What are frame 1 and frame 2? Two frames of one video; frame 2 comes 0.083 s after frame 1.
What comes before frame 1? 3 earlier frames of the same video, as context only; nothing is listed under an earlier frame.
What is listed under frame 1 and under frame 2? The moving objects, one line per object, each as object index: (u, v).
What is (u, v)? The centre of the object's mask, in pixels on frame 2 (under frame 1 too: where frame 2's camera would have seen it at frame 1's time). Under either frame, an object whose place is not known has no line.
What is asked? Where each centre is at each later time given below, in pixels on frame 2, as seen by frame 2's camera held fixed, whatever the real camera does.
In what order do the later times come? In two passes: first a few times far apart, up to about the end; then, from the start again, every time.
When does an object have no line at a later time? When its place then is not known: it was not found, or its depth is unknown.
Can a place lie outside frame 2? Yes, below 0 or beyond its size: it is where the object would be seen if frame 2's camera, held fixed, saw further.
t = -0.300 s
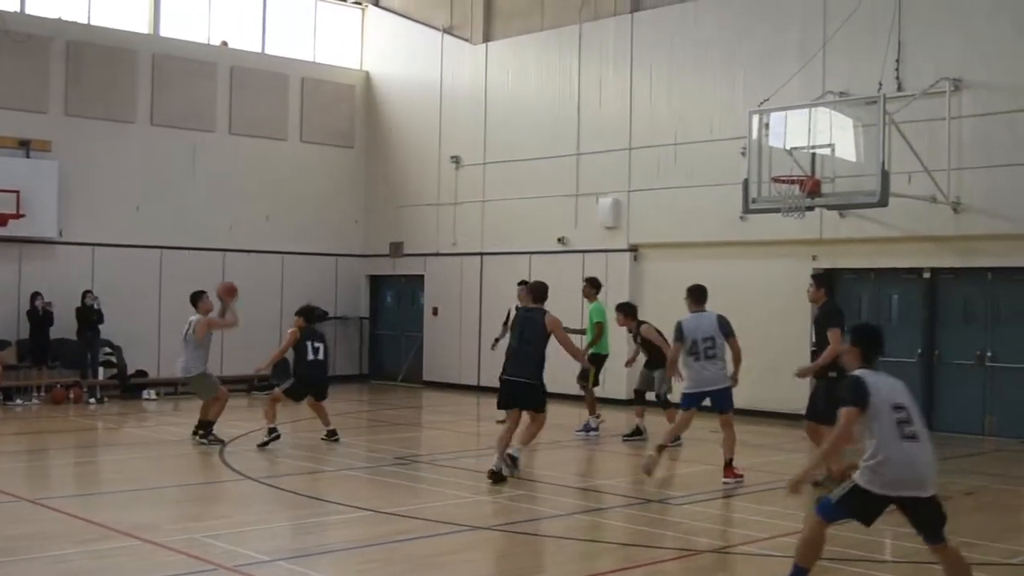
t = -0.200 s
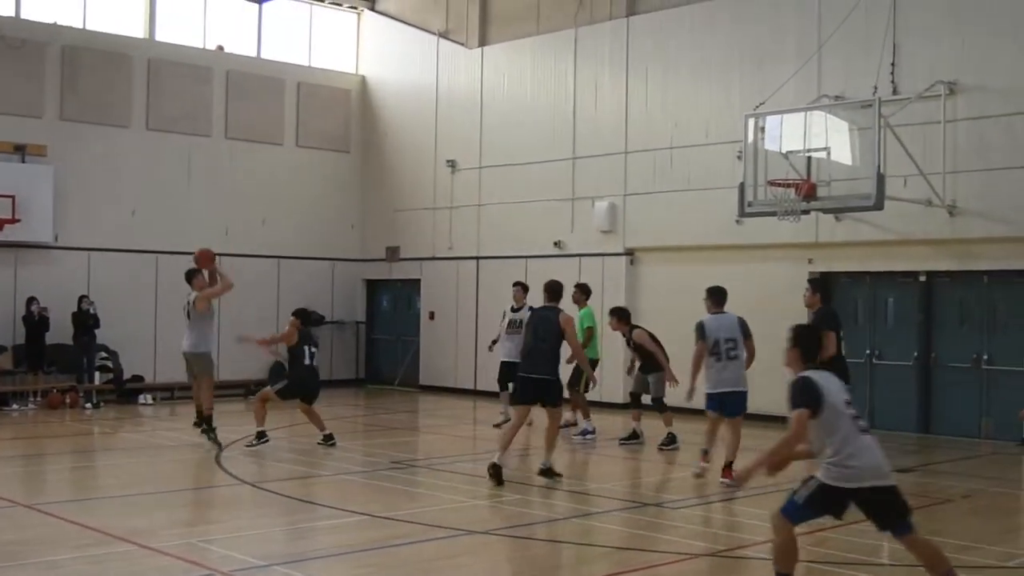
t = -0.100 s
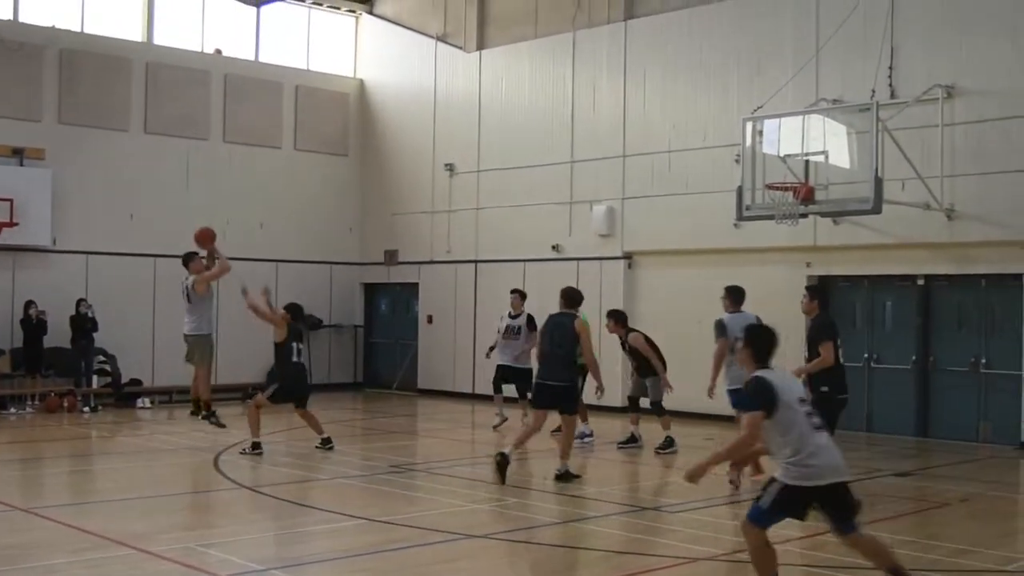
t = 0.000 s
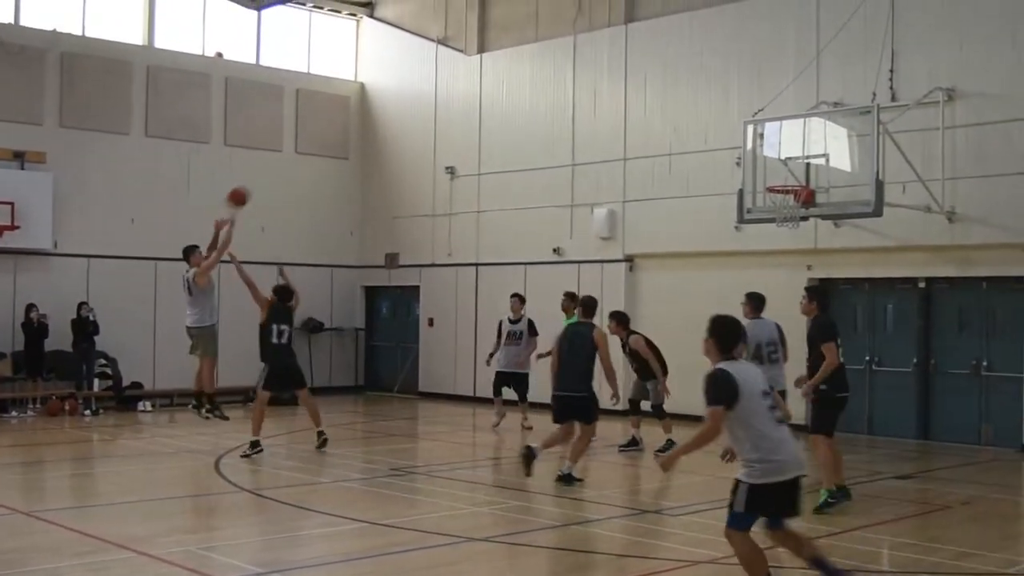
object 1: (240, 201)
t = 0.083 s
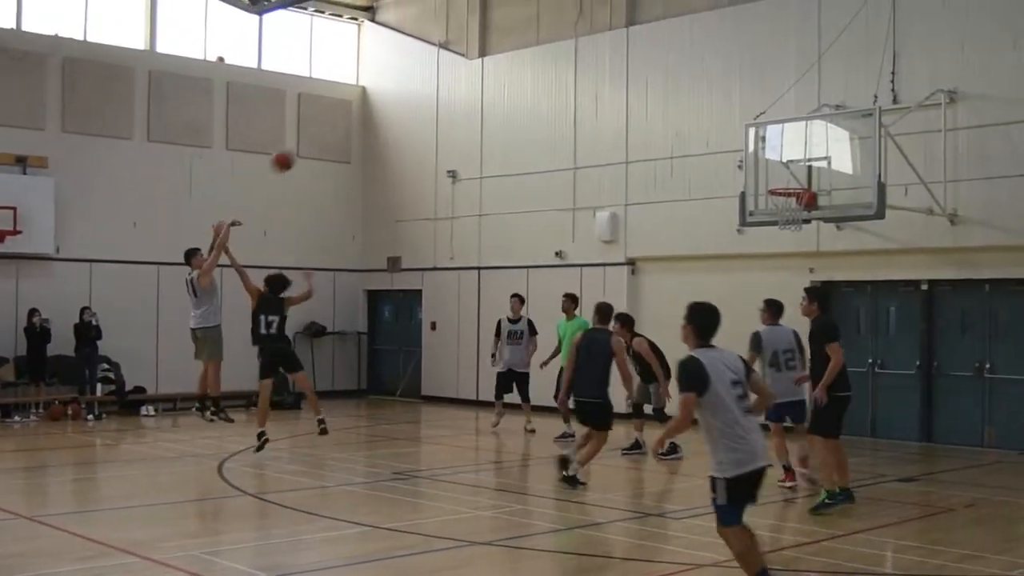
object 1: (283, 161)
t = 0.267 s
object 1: (375, 95)
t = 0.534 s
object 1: (506, 51)
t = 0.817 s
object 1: (639, 74)
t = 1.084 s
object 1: (757, 157)
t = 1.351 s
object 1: (808, 209)
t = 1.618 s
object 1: (813, 268)
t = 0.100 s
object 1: (292, 154)
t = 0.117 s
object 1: (300, 147)
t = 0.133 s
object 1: (308, 140)
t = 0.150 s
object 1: (317, 133)
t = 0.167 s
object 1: (325, 127)
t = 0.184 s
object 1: (334, 121)
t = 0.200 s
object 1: (343, 116)
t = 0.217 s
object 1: (350, 110)
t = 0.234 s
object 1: (359, 104)
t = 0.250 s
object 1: (367, 99)
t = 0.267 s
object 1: (375, 95)
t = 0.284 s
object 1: (384, 90)
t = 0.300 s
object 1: (392, 86)
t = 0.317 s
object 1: (400, 82)
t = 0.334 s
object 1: (408, 78)
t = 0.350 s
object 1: (417, 74)
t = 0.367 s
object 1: (424, 71)
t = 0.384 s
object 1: (433, 67)
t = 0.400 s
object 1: (441, 65)
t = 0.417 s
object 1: (449, 62)
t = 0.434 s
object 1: (458, 59)
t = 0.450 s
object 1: (466, 57)
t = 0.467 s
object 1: (474, 56)
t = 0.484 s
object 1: (482, 55)
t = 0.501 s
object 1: (490, 53)
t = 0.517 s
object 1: (498, 52)
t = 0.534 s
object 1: (506, 51)
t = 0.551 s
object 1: (514, 50)
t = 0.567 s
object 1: (521, 50)
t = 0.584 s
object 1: (530, 50)
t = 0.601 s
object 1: (537, 50)
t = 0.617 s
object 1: (545, 51)
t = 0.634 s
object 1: (553, 51)
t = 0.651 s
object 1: (561, 52)
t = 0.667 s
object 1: (569, 53)
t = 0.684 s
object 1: (577, 54)
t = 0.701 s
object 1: (585, 56)
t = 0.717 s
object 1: (592, 58)
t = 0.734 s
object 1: (600, 60)
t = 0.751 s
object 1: (608, 62)
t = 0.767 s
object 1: (615, 65)
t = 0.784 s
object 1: (623, 67)
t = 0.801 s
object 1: (631, 70)
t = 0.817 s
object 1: (639, 74)
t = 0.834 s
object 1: (646, 77)
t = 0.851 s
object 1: (654, 81)
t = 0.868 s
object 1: (661, 85)
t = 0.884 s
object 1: (669, 89)
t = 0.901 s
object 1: (676, 93)
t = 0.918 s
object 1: (684, 98)
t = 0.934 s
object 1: (691, 103)
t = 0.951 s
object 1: (699, 108)
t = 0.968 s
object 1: (706, 114)
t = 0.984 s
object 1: (714, 119)
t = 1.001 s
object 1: (721, 125)
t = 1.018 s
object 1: (728, 131)
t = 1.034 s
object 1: (735, 137)
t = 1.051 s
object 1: (742, 143)
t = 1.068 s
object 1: (749, 151)
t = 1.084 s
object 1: (757, 157)
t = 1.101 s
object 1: (764, 164)
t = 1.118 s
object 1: (771, 172)
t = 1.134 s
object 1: (779, 179)
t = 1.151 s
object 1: (786, 185)
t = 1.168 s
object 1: (795, 192)
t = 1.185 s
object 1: (800, 199)
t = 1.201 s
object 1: (804, 203)
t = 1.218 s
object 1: (806, 206)
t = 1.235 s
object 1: (808, 204)
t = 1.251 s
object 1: (808, 204)
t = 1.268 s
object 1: (808, 203)
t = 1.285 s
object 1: (808, 203)
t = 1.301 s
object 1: (807, 204)
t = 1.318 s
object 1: (808, 207)
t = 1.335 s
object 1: (808, 206)
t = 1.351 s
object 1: (808, 209)
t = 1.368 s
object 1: (808, 208)
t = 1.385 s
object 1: (808, 209)
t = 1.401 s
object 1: (808, 209)
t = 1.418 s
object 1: (810, 216)
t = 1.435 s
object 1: (810, 222)
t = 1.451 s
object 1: (811, 225)
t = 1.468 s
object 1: (811, 228)
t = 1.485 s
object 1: (811, 231)
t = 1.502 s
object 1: (812, 235)
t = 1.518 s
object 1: (812, 239)
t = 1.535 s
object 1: (812, 243)
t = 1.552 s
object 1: (812, 248)
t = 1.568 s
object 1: (813, 252)
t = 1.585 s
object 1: (813, 258)
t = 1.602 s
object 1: (813, 263)
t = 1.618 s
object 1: (813, 268)
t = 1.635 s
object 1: (813, 274)
